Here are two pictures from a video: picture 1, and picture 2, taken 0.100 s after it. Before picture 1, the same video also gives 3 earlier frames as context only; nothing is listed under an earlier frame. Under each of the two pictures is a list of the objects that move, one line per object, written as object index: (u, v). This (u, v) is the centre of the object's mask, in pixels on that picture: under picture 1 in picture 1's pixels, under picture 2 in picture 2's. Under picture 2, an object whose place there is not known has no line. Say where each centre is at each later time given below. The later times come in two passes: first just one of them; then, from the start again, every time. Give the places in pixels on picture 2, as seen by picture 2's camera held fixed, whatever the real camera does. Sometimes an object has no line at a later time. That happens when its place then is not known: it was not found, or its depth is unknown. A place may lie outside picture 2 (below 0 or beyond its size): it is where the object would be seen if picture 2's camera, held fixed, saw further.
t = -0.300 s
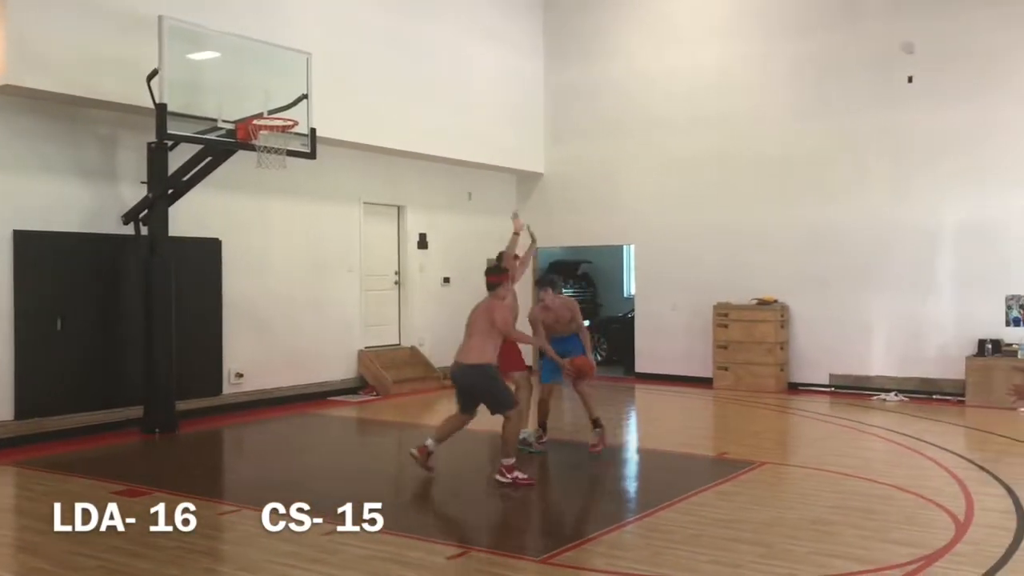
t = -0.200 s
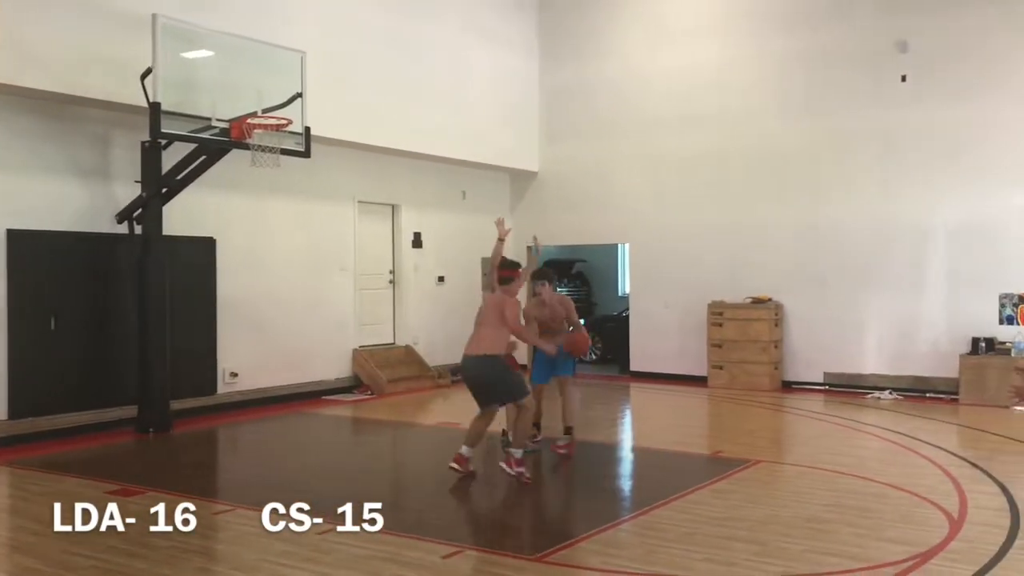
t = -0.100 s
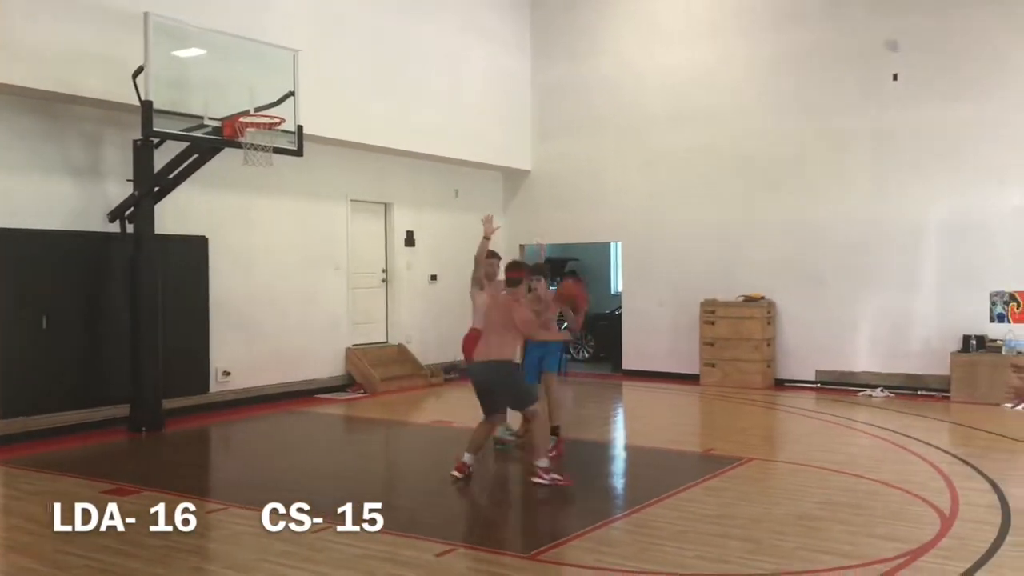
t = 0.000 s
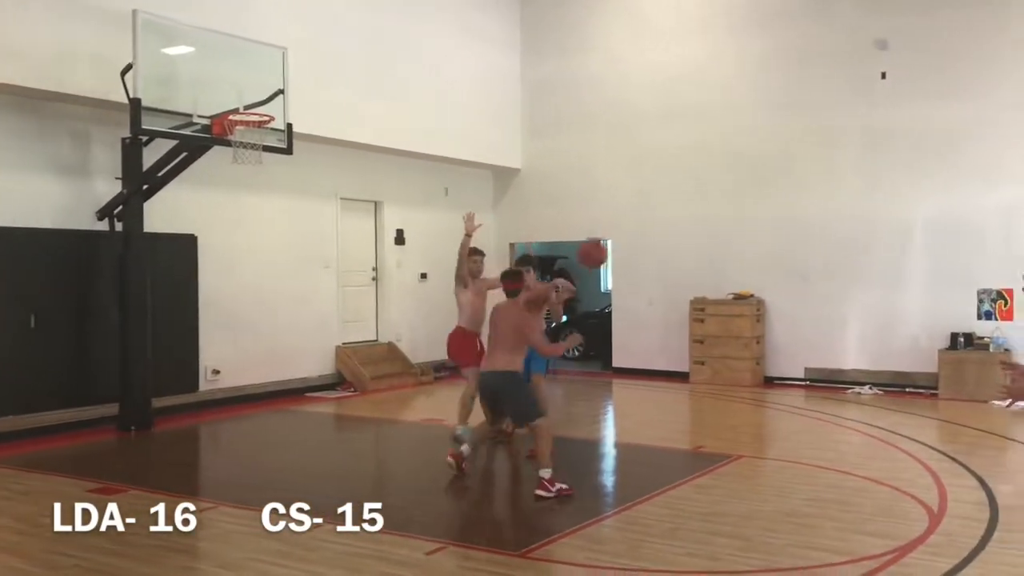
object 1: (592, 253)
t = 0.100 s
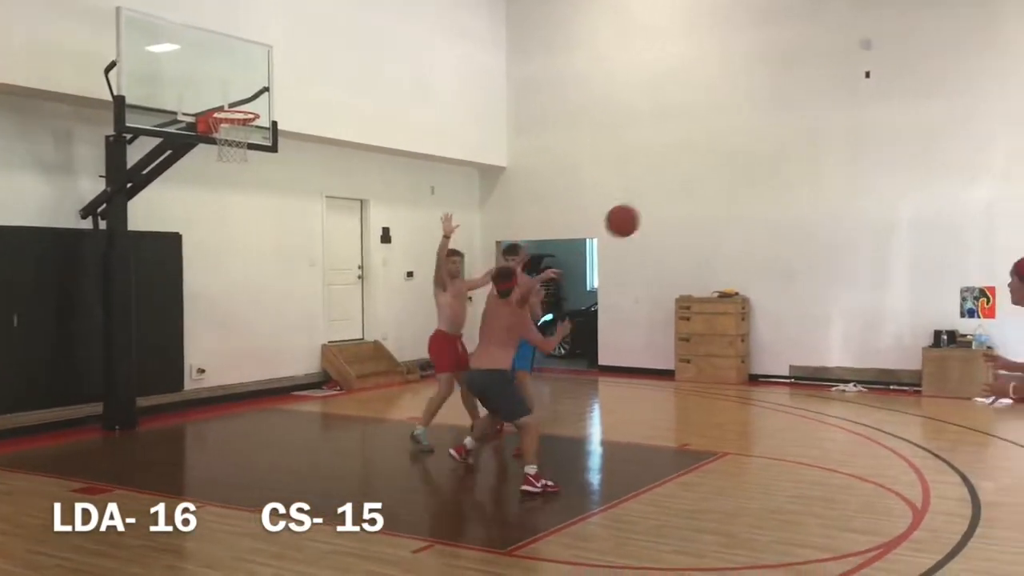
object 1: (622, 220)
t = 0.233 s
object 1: (693, 194)
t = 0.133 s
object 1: (639, 212)
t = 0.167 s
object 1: (655, 205)
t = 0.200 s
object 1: (674, 199)
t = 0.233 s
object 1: (693, 194)
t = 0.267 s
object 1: (713, 190)
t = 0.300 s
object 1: (734, 188)
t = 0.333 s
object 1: (757, 188)
